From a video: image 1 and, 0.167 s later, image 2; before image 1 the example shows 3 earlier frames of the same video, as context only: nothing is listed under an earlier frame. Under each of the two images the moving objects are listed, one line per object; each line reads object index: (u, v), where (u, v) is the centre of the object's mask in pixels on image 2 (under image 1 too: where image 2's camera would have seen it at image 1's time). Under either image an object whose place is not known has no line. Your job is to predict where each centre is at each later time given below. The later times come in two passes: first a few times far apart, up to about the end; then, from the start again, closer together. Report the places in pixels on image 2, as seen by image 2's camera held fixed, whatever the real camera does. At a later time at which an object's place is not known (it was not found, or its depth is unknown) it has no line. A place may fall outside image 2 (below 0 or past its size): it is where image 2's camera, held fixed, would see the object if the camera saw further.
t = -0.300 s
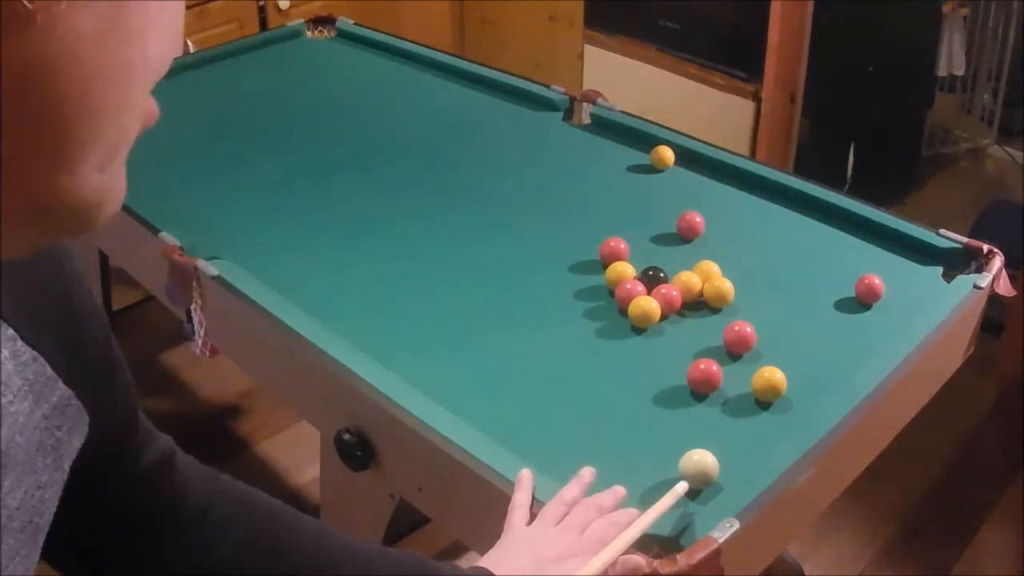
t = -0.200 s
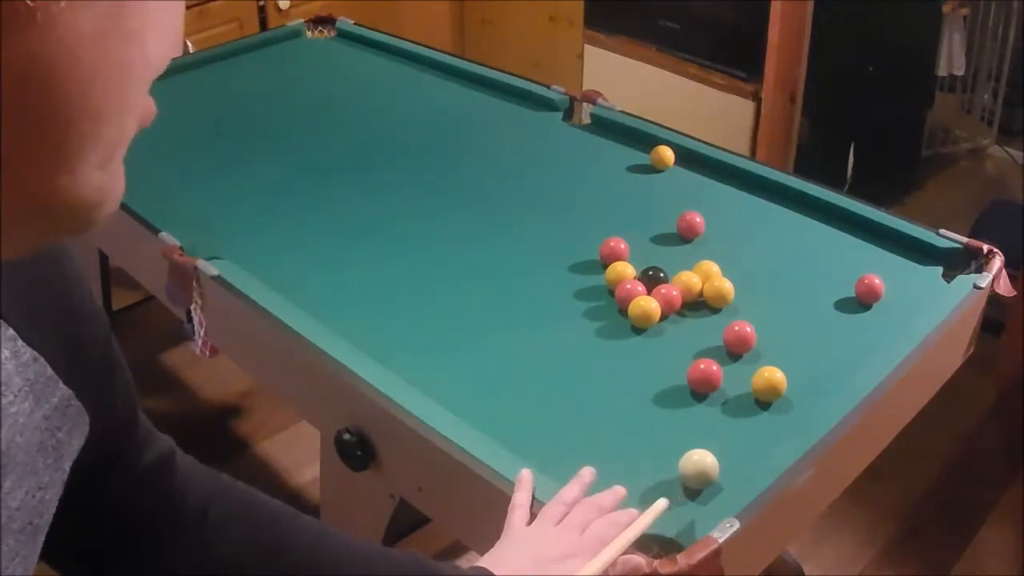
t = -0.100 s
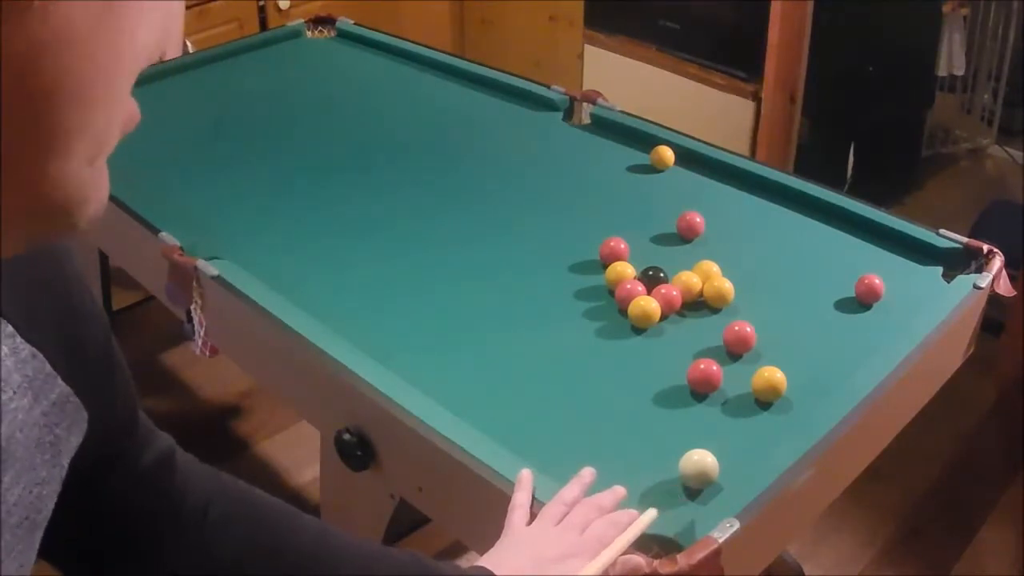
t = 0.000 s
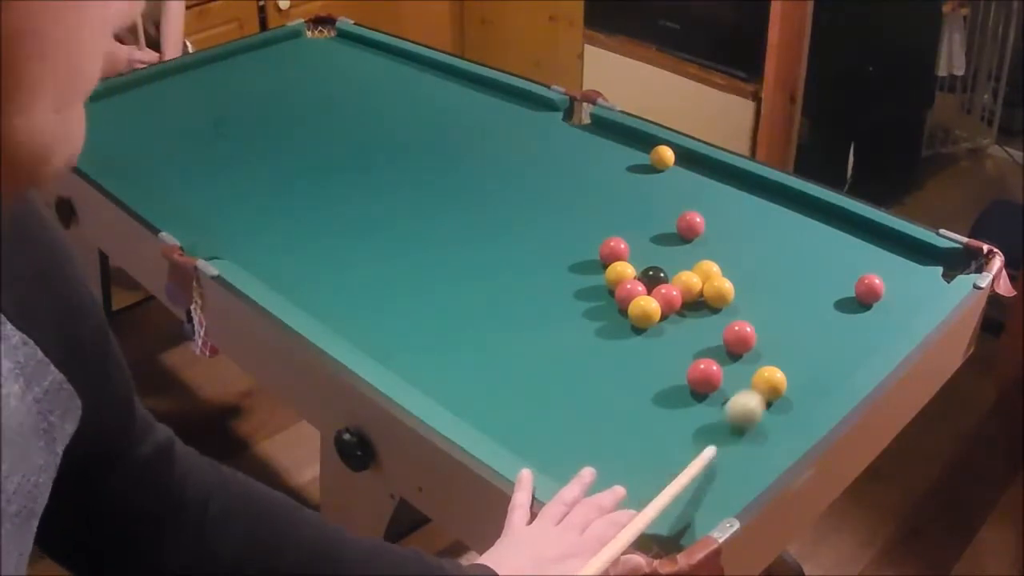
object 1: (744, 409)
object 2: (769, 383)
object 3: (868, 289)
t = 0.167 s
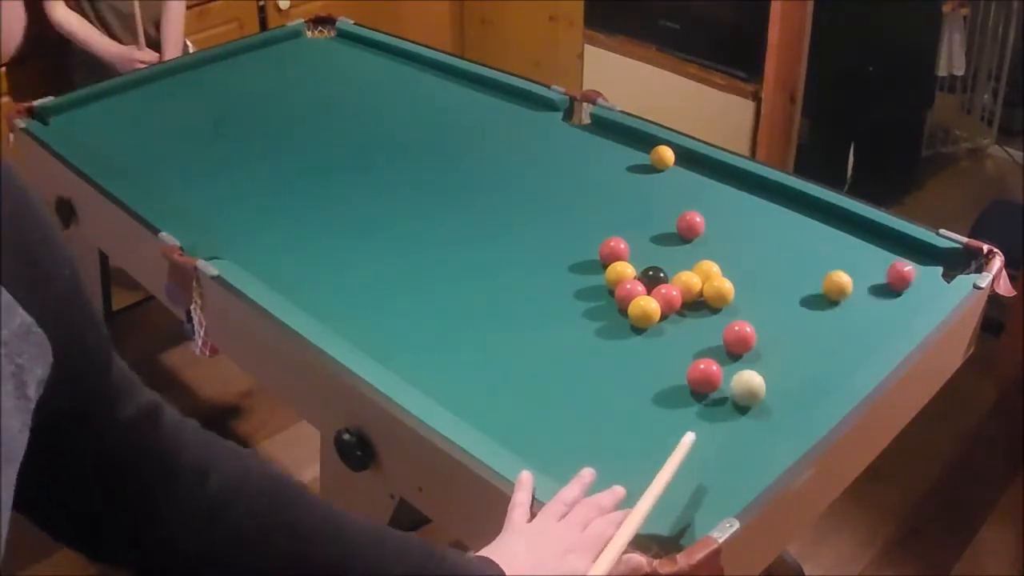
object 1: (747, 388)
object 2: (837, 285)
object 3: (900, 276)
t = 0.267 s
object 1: (745, 380)
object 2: (819, 265)
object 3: (954, 267)
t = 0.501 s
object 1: (743, 369)
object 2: (786, 224)
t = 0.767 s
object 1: (743, 364)
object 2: (755, 184)
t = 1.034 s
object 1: (743, 365)
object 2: (704, 171)
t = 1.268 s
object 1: (743, 365)
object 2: (677, 165)
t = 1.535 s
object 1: (743, 365)
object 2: (668, 164)
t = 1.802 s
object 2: (666, 163)
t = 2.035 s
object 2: (666, 163)
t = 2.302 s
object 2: (666, 163)
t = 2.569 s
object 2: (666, 163)
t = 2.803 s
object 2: (667, 163)
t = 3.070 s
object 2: (667, 163)
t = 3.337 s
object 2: (667, 163)
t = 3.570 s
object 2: (667, 163)
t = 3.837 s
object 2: (667, 163)
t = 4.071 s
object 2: (666, 163)
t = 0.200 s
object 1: (746, 385)
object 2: (831, 279)
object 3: (922, 265)
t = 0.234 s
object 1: (746, 383)
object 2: (825, 272)
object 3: (942, 258)
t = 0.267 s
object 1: (745, 380)
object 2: (819, 265)
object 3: (954, 267)
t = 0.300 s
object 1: (745, 378)
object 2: (814, 258)
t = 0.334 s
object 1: (744, 376)
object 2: (809, 252)
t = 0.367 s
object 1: (744, 374)
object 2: (804, 246)
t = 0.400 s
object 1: (744, 373)
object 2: (799, 241)
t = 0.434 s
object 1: (743, 371)
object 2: (794, 234)
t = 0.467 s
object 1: (743, 370)
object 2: (790, 229)
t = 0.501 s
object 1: (743, 369)
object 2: (786, 224)
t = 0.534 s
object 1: (742, 368)
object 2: (781, 218)
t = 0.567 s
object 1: (742, 367)
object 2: (777, 213)
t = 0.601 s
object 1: (742, 366)
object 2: (773, 208)
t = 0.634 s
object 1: (742, 366)
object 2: (770, 203)
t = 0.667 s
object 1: (742, 365)
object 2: (766, 198)
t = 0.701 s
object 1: (743, 365)
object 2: (762, 193)
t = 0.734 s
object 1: (743, 365)
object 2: (758, 189)
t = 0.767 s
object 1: (743, 364)
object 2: (755, 184)
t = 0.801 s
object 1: (743, 364)
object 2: (750, 182)
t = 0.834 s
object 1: (743, 364)
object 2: (743, 180)
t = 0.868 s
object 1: (743, 364)
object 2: (736, 179)
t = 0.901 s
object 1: (743, 364)
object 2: (730, 177)
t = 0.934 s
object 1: (743, 364)
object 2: (723, 176)
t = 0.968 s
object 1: (743, 365)
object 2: (717, 174)
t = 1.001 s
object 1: (743, 365)
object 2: (710, 173)
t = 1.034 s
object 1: (743, 365)
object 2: (704, 171)
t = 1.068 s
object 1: (743, 365)
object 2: (698, 169)
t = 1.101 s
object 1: (743, 365)
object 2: (692, 168)
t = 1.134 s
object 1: (743, 365)
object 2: (686, 166)
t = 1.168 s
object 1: (743, 365)
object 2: (682, 165)
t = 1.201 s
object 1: (743, 365)
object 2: (681, 165)
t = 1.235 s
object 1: (743, 365)
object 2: (678, 165)
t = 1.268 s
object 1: (743, 365)
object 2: (677, 165)
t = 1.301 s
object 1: (743, 365)
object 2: (675, 165)
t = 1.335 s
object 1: (743, 365)
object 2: (674, 165)
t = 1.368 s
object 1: (743, 365)
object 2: (673, 164)
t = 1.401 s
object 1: (743, 365)
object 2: (672, 164)
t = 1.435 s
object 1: (743, 365)
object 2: (671, 164)
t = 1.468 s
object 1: (743, 365)
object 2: (670, 164)
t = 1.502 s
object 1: (743, 365)
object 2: (669, 164)
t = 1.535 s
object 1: (743, 365)
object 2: (668, 164)
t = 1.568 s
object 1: (743, 365)
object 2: (668, 163)
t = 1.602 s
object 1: (743, 365)
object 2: (667, 163)
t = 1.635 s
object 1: (743, 365)
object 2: (667, 163)
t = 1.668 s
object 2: (667, 163)
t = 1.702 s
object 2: (667, 163)
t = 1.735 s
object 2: (666, 163)
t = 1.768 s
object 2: (666, 163)
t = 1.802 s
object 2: (666, 163)
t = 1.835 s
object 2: (666, 163)
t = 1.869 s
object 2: (666, 163)
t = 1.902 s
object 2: (666, 163)
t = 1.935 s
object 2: (666, 163)
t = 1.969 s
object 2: (666, 163)
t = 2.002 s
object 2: (666, 163)
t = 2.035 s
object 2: (666, 163)
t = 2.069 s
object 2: (666, 163)
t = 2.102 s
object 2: (666, 163)
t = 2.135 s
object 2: (666, 163)
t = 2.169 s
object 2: (666, 163)
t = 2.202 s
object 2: (666, 163)
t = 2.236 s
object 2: (666, 163)
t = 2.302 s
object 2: (666, 163)
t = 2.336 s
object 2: (666, 163)
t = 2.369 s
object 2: (666, 163)
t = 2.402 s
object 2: (666, 163)
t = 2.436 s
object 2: (666, 163)
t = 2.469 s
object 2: (666, 163)
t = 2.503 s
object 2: (666, 163)
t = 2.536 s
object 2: (666, 163)
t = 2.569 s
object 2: (666, 163)
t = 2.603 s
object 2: (666, 163)
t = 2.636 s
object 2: (666, 163)
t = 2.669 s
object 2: (666, 163)
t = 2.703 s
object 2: (667, 163)
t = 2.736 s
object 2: (667, 163)
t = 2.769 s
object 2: (667, 163)
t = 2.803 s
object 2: (667, 163)
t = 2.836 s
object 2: (667, 163)
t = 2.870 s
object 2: (667, 163)
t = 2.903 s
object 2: (667, 163)
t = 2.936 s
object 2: (667, 163)
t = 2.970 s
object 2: (667, 163)
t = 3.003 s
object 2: (667, 163)
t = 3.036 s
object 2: (667, 163)
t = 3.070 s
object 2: (667, 163)
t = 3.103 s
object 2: (667, 163)
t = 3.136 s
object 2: (667, 163)
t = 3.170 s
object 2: (667, 163)
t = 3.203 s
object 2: (667, 163)
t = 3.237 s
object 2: (666, 163)
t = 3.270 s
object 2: (666, 163)
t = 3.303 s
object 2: (666, 163)
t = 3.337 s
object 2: (667, 163)
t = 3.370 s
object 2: (667, 163)
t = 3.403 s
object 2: (666, 163)
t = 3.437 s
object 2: (667, 163)
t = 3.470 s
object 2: (667, 163)
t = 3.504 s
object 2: (666, 163)
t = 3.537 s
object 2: (667, 163)
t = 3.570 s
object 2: (667, 163)
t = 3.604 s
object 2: (667, 163)
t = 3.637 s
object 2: (667, 163)
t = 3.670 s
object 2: (667, 163)
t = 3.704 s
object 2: (667, 163)
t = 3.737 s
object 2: (667, 163)
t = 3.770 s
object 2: (667, 163)
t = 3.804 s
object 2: (667, 163)
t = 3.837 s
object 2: (667, 163)
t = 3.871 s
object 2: (667, 163)
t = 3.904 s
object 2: (667, 163)
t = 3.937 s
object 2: (667, 163)
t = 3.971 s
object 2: (667, 163)
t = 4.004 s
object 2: (667, 163)
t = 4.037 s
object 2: (666, 163)
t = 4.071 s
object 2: (666, 163)
